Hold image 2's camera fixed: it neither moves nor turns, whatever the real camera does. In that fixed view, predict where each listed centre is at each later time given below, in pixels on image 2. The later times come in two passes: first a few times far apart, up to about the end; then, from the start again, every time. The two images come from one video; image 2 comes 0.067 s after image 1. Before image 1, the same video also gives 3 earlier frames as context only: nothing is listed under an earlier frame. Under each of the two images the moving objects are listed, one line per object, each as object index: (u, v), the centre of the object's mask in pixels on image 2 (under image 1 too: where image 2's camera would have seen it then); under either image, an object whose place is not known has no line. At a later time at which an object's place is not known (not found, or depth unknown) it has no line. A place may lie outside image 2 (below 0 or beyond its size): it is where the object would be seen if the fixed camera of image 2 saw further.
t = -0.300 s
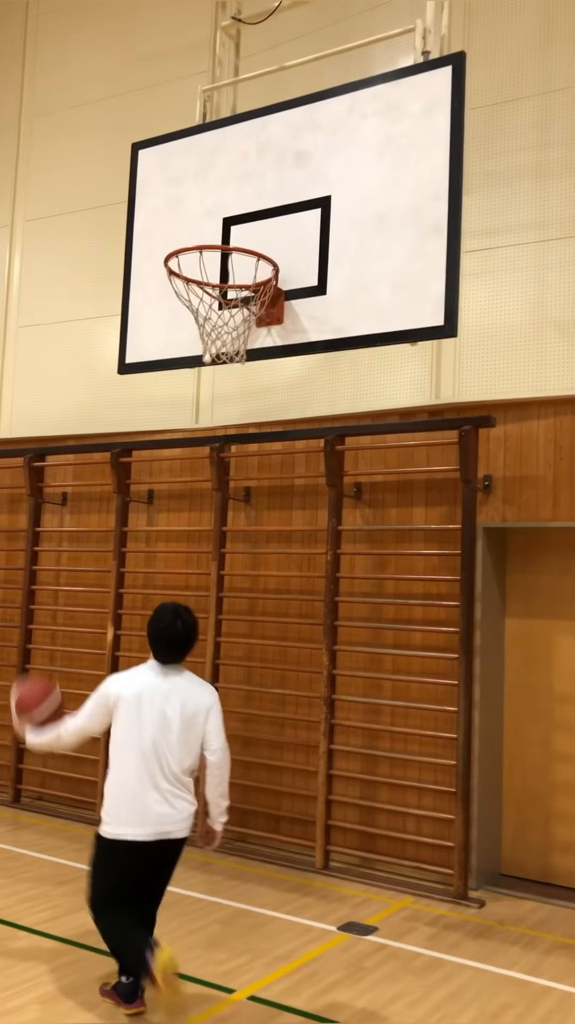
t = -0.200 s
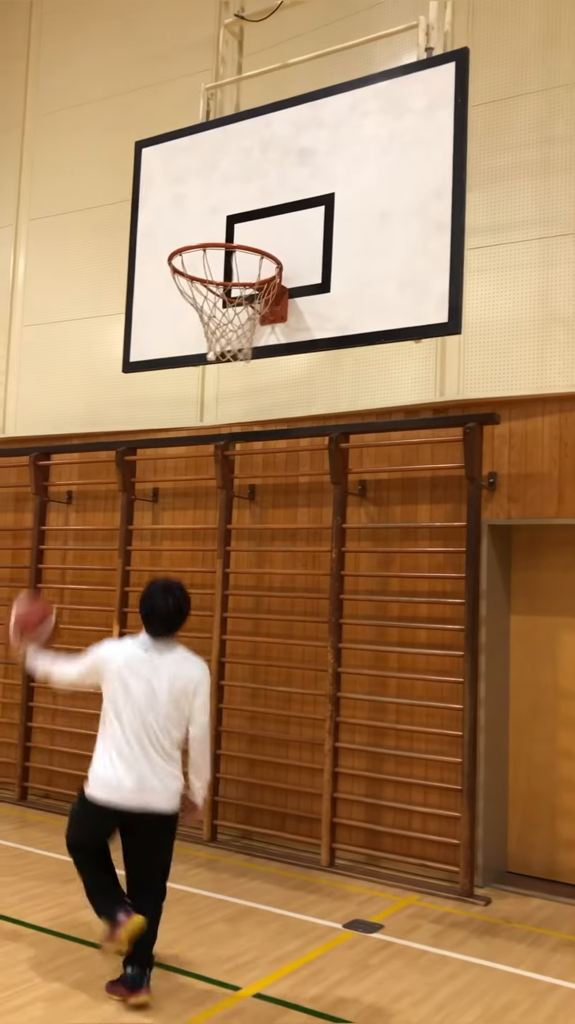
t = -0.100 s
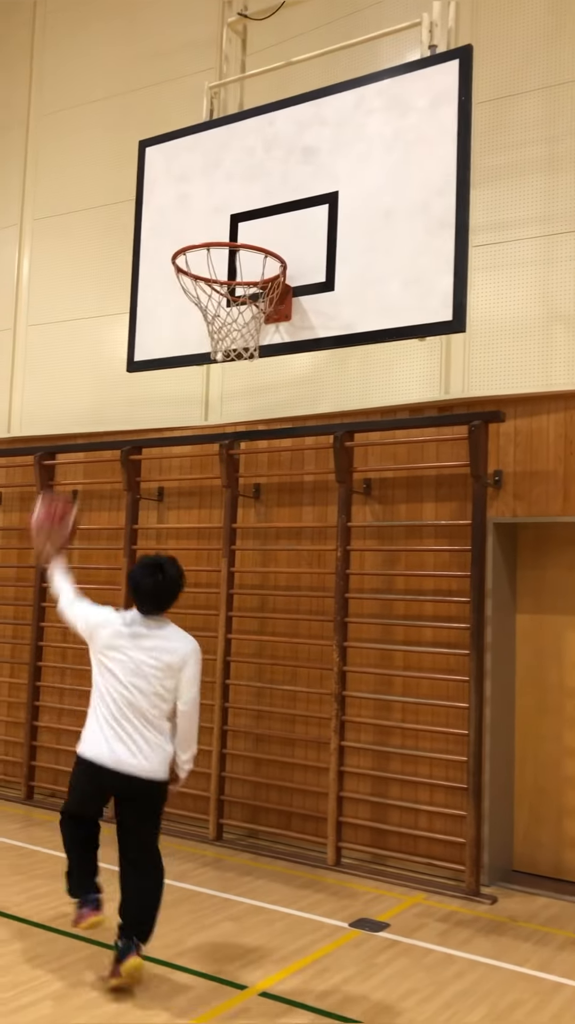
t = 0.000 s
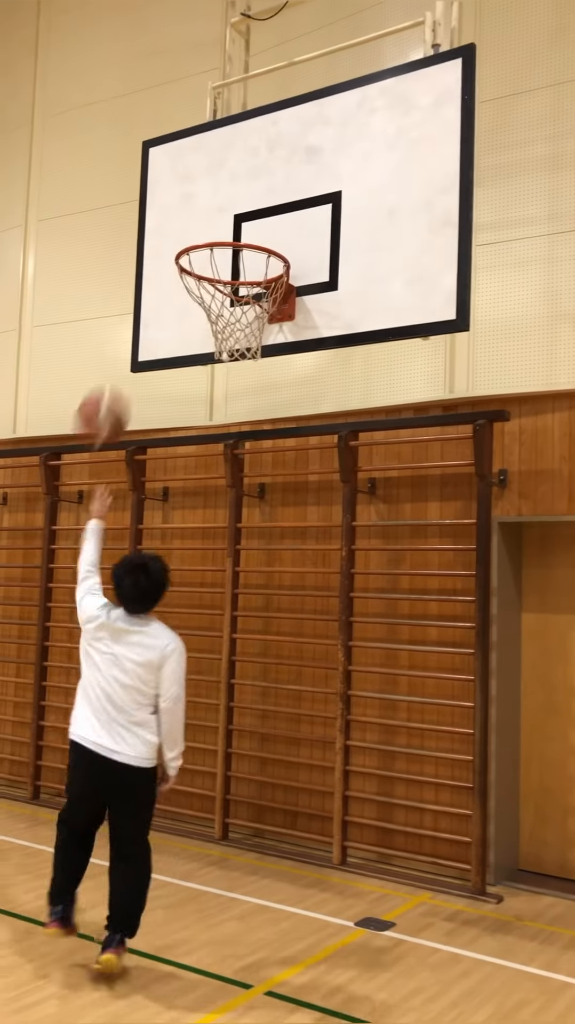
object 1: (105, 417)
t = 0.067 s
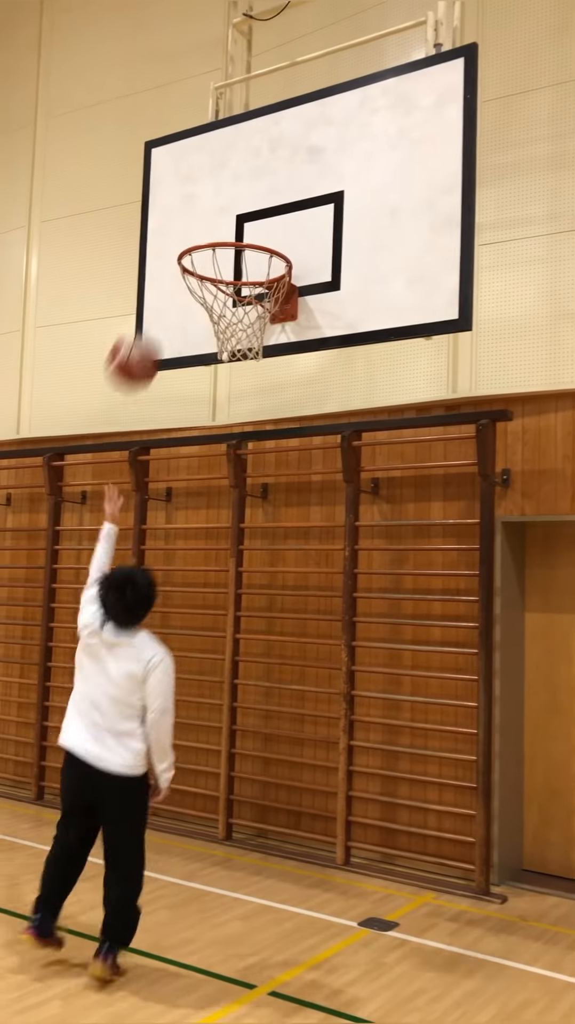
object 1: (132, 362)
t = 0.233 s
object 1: (204, 254)
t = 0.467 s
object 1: (257, 196)
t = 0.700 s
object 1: (287, 216)
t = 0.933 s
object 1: (290, 193)
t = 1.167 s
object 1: (319, 219)
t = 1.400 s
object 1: (380, 302)
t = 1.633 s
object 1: (446, 541)
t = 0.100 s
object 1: (148, 335)
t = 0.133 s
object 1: (163, 313)
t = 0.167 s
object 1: (172, 293)
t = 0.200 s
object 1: (191, 272)
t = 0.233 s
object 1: (204, 254)
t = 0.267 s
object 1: (217, 239)
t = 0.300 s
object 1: (230, 223)
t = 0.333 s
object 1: (236, 217)
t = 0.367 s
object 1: (242, 208)
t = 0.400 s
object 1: (247, 202)
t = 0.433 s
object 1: (252, 198)
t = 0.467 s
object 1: (257, 196)
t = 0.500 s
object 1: (262, 196)
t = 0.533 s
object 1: (267, 199)
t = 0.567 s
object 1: (272, 204)
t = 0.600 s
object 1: (277, 211)
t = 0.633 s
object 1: (282, 221)
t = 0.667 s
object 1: (287, 229)
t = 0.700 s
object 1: (287, 216)
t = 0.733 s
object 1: (288, 205)
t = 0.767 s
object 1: (288, 197)
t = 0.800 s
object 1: (289, 191)
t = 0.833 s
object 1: (289, 188)
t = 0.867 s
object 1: (290, 187)
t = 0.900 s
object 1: (290, 188)
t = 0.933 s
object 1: (290, 193)
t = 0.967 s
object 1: (290, 199)
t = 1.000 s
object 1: (290, 208)
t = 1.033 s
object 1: (290, 220)
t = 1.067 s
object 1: (294, 224)
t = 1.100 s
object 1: (302, 220)
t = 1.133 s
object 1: (311, 218)
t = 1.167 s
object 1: (319, 219)
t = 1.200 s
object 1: (327, 222)
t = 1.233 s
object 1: (336, 228)
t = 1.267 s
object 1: (345, 237)
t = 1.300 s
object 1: (354, 249)
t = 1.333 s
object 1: (363, 264)
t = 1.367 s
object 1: (372, 281)
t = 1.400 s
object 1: (380, 302)
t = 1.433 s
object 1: (390, 326)
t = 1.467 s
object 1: (400, 355)
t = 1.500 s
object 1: (407, 384)
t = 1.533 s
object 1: (417, 417)
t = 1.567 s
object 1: (426, 457)
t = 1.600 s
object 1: (436, 499)
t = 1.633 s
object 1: (446, 541)
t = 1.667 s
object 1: (457, 594)
